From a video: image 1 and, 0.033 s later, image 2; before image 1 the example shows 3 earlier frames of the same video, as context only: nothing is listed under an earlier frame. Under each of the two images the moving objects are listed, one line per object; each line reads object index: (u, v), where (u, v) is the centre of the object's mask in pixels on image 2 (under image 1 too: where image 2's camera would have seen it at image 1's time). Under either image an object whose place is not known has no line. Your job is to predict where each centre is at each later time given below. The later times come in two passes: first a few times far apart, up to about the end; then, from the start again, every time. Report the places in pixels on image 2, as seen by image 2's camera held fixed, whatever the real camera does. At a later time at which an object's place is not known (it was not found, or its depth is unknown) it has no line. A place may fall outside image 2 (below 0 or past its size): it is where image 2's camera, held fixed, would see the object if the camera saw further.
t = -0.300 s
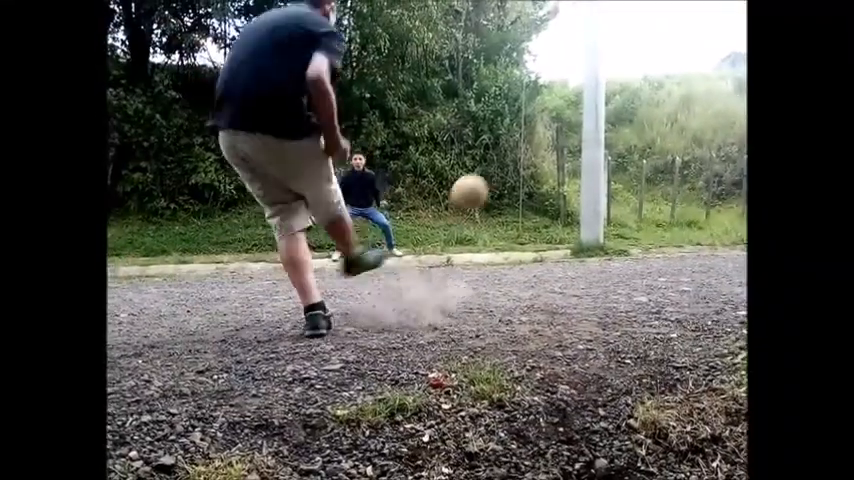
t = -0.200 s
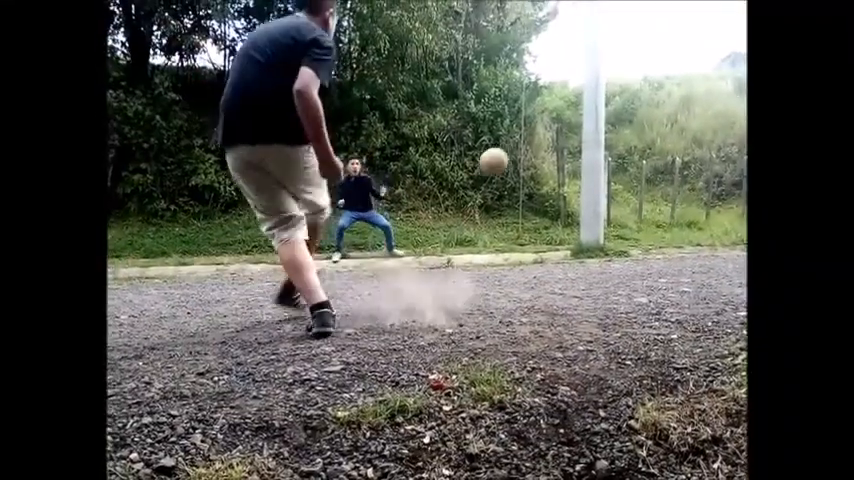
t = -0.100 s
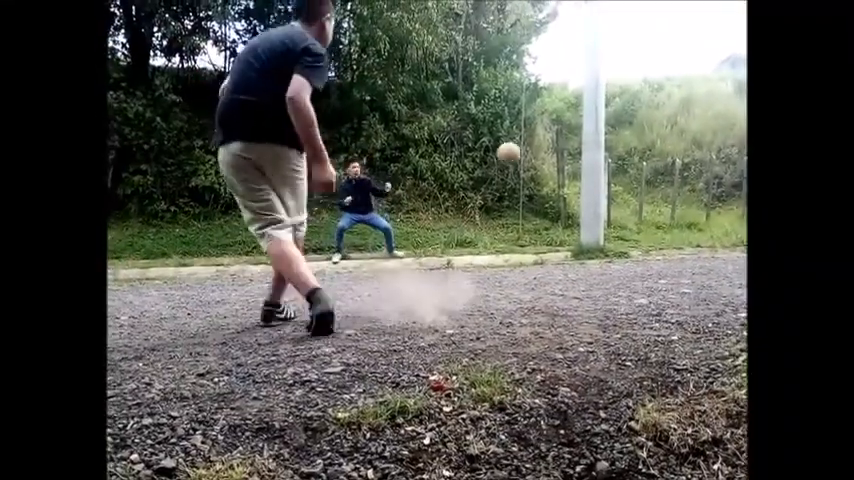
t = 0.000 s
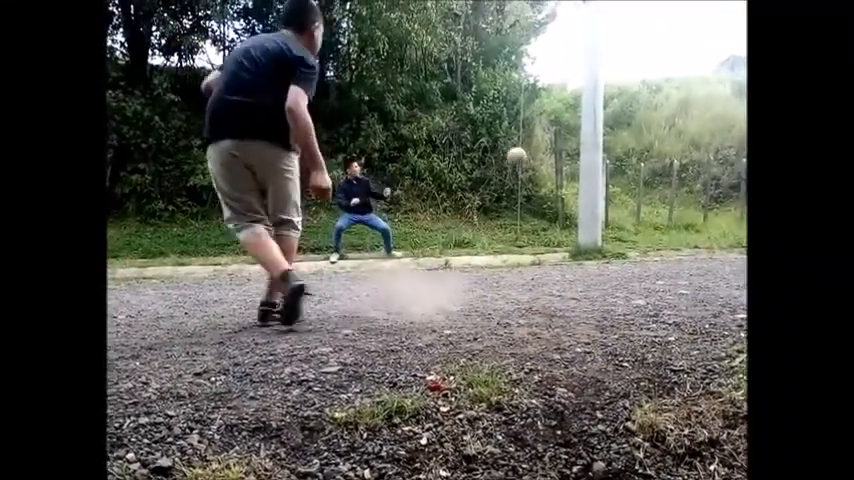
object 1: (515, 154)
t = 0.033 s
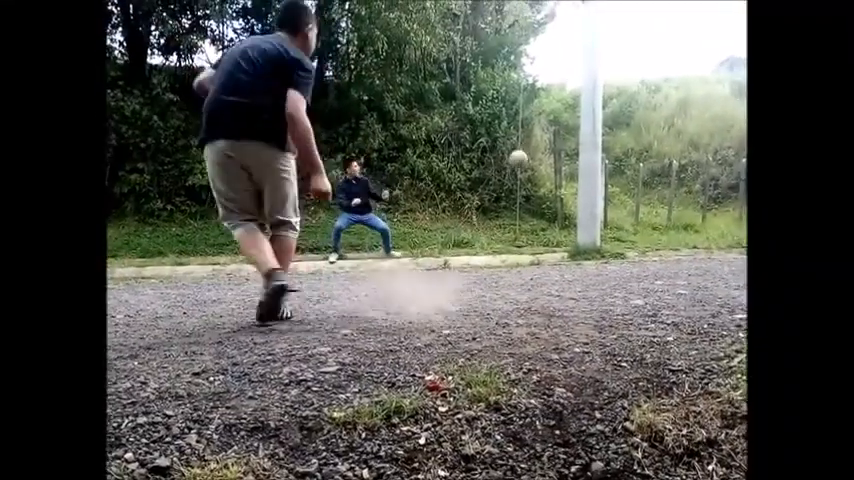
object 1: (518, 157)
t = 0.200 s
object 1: (527, 180)
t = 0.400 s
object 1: (533, 211)
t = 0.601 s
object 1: (530, 185)
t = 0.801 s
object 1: (522, 181)
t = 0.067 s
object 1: (520, 161)
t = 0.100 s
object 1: (522, 166)
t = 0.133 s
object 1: (524, 169)
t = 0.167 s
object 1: (525, 175)
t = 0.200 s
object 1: (527, 180)
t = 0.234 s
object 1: (528, 185)
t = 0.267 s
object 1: (529, 191)
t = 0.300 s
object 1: (530, 198)
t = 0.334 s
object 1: (532, 205)
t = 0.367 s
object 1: (533, 211)
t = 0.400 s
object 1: (533, 211)
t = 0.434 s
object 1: (534, 204)
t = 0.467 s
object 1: (534, 199)
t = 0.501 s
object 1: (533, 194)
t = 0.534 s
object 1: (533, 191)
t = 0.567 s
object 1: (532, 188)
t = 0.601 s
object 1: (530, 185)
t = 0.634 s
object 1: (529, 183)
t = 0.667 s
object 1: (527, 181)
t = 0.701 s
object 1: (526, 180)
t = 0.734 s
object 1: (525, 180)
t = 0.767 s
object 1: (523, 180)
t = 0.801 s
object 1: (522, 181)
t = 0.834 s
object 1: (520, 182)
